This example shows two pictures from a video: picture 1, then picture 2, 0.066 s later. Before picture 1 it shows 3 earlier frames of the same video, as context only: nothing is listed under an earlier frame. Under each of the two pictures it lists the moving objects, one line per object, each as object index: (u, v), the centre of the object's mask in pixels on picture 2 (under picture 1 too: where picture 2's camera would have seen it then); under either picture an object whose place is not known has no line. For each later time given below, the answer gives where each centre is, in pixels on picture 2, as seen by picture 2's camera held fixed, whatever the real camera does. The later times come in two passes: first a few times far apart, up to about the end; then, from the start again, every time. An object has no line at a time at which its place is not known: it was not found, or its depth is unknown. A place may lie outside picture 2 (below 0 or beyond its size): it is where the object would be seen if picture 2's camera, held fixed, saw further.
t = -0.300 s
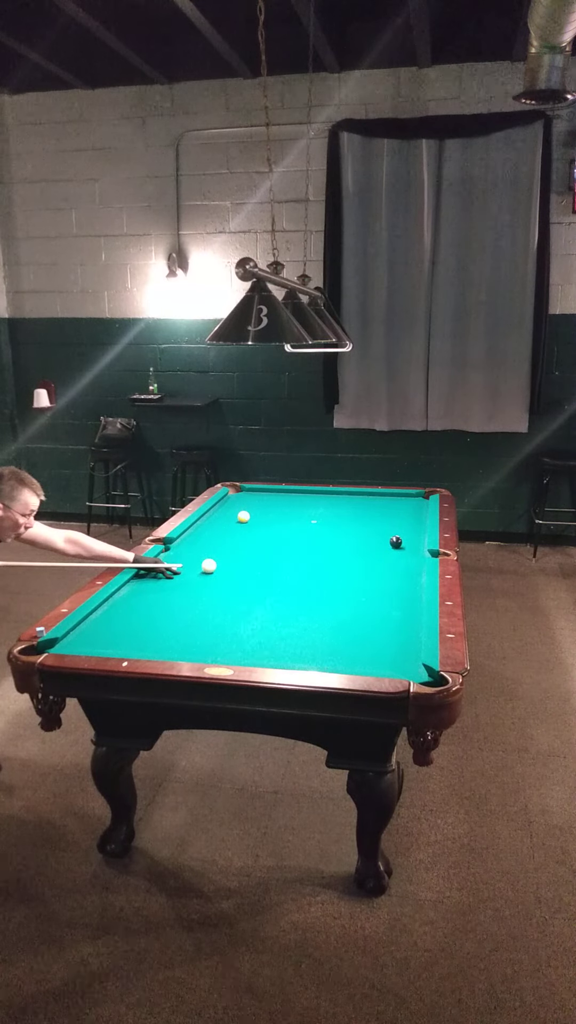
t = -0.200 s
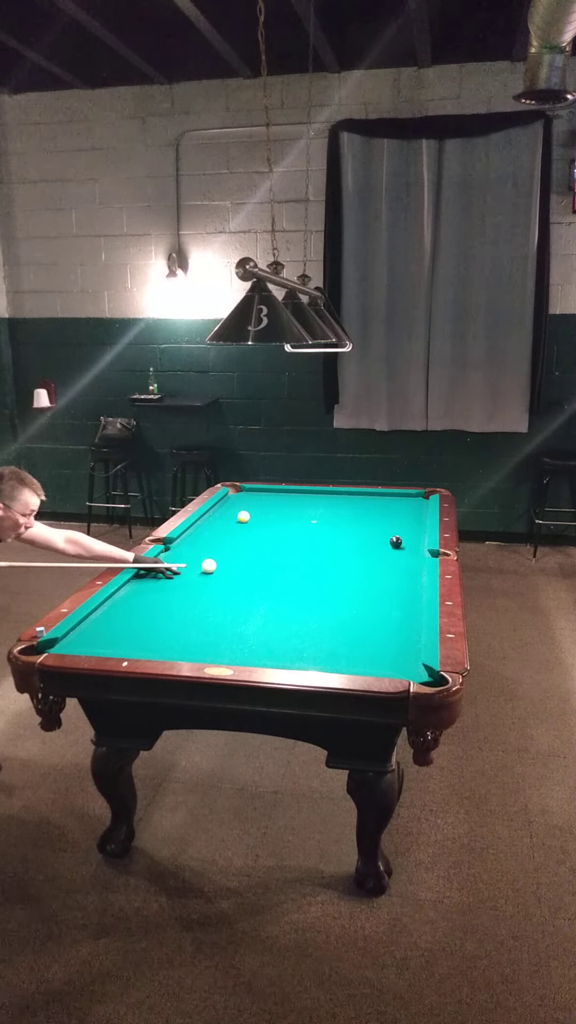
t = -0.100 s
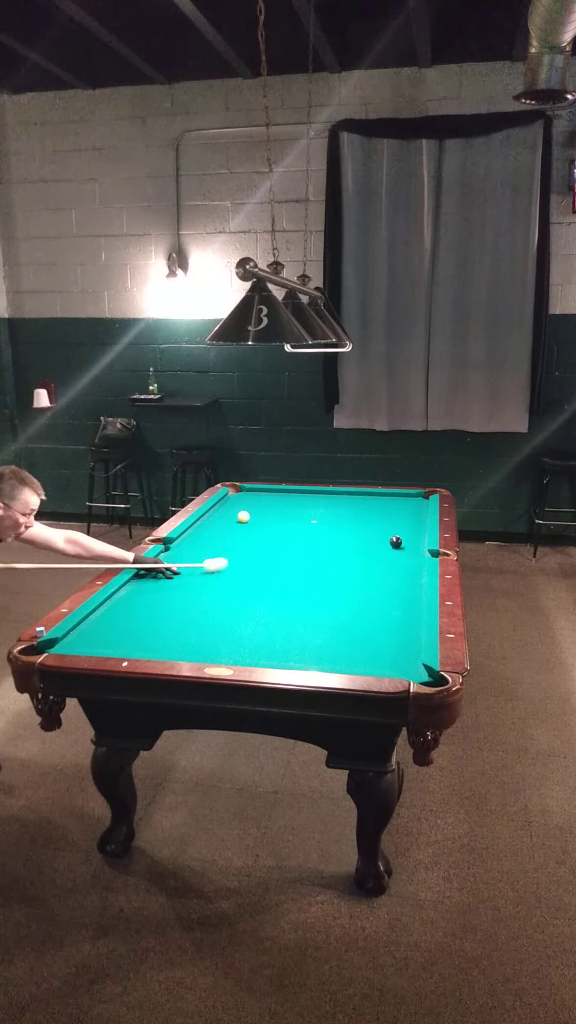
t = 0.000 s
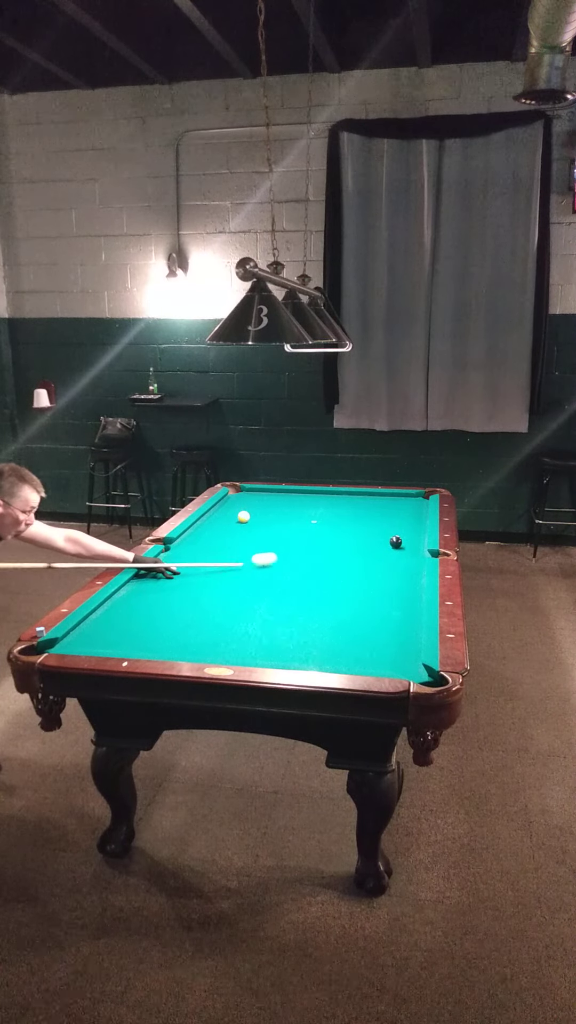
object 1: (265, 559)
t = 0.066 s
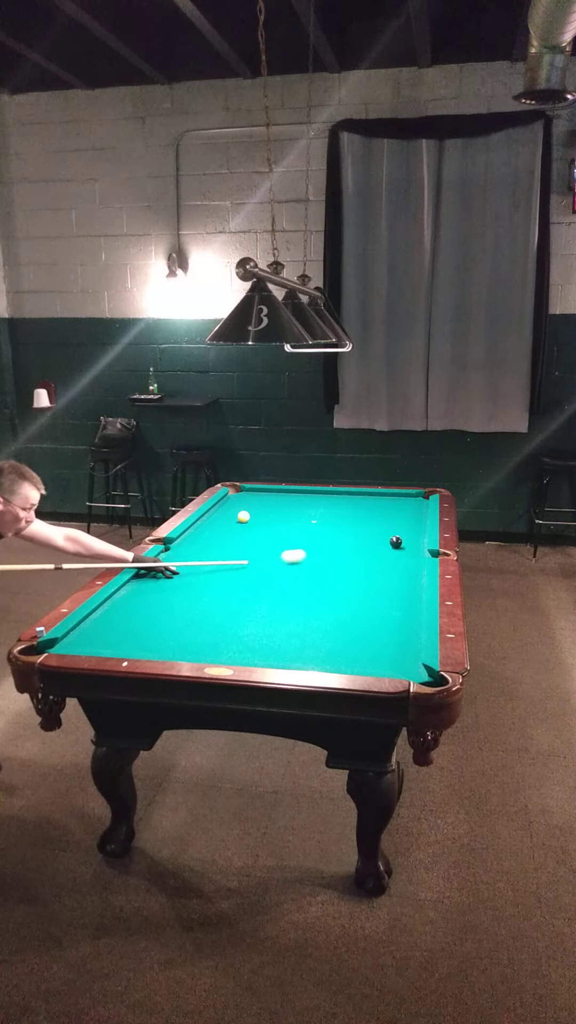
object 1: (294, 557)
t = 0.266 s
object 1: (369, 548)
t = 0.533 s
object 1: (398, 546)
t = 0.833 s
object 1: (349, 543)
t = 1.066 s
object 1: (313, 541)
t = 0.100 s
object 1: (307, 555)
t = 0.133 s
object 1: (320, 554)
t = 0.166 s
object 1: (333, 552)
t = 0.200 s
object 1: (345, 551)
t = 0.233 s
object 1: (357, 550)
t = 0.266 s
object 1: (369, 548)
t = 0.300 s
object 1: (380, 547)
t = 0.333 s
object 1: (393, 546)
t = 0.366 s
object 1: (404, 546)
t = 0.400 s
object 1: (414, 546)
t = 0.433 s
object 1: (418, 546)
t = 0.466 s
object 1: (412, 546)
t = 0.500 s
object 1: (404, 546)
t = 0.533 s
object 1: (398, 546)
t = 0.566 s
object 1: (392, 545)
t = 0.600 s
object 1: (387, 545)
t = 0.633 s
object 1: (381, 545)
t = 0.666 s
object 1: (376, 544)
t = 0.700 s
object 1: (370, 544)
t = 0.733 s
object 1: (365, 544)
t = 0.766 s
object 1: (360, 544)
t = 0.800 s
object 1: (354, 544)
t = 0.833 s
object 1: (349, 543)
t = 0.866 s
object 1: (344, 543)
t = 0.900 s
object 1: (338, 543)
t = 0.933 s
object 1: (333, 542)
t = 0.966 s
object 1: (328, 542)
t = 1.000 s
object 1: (323, 542)
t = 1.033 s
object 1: (318, 542)
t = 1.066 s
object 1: (313, 541)
